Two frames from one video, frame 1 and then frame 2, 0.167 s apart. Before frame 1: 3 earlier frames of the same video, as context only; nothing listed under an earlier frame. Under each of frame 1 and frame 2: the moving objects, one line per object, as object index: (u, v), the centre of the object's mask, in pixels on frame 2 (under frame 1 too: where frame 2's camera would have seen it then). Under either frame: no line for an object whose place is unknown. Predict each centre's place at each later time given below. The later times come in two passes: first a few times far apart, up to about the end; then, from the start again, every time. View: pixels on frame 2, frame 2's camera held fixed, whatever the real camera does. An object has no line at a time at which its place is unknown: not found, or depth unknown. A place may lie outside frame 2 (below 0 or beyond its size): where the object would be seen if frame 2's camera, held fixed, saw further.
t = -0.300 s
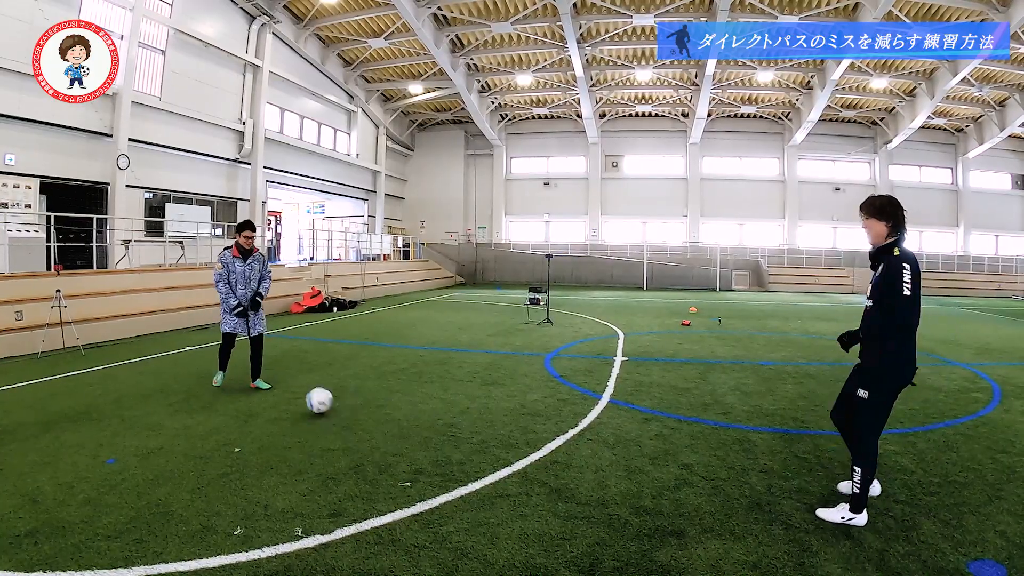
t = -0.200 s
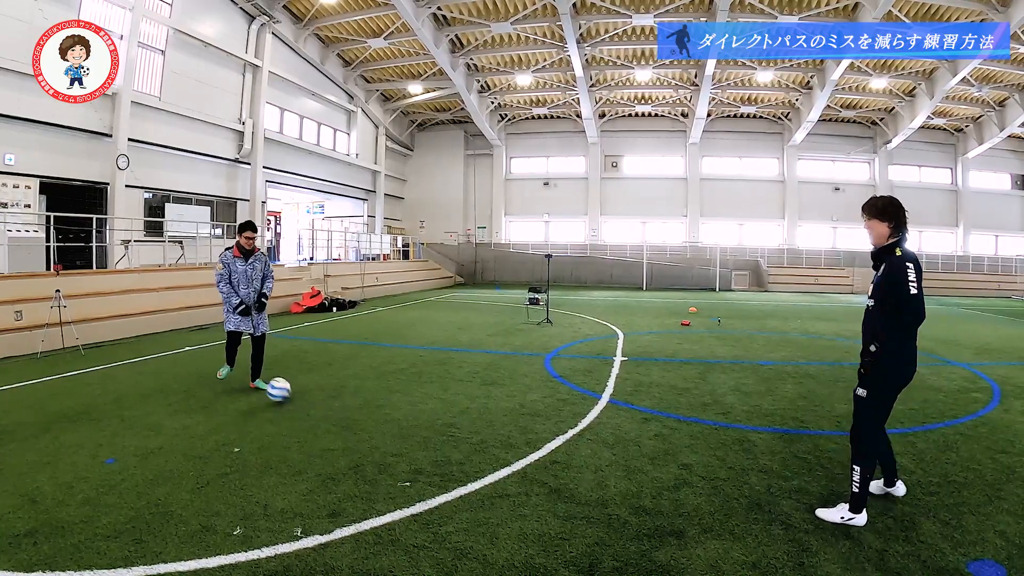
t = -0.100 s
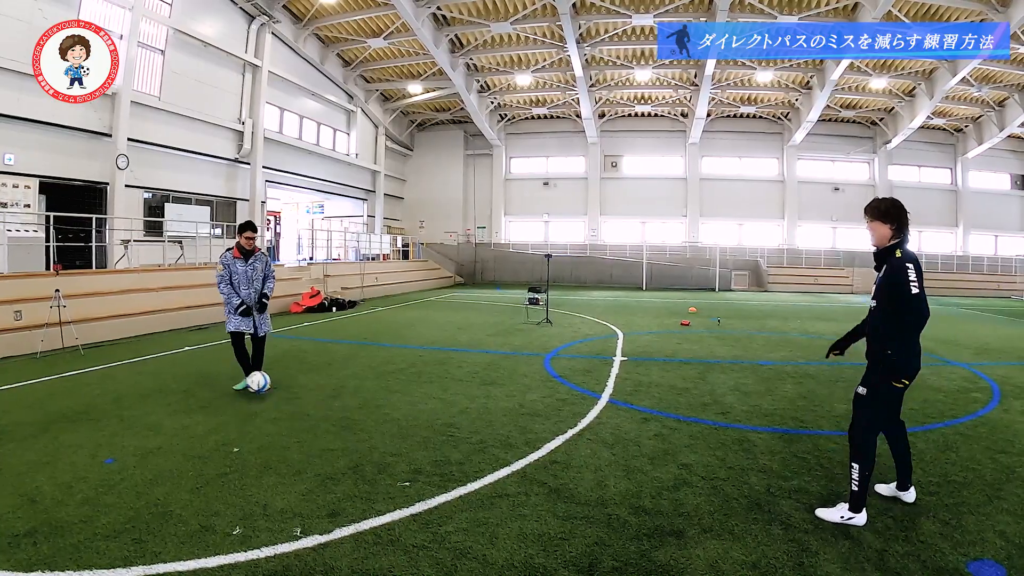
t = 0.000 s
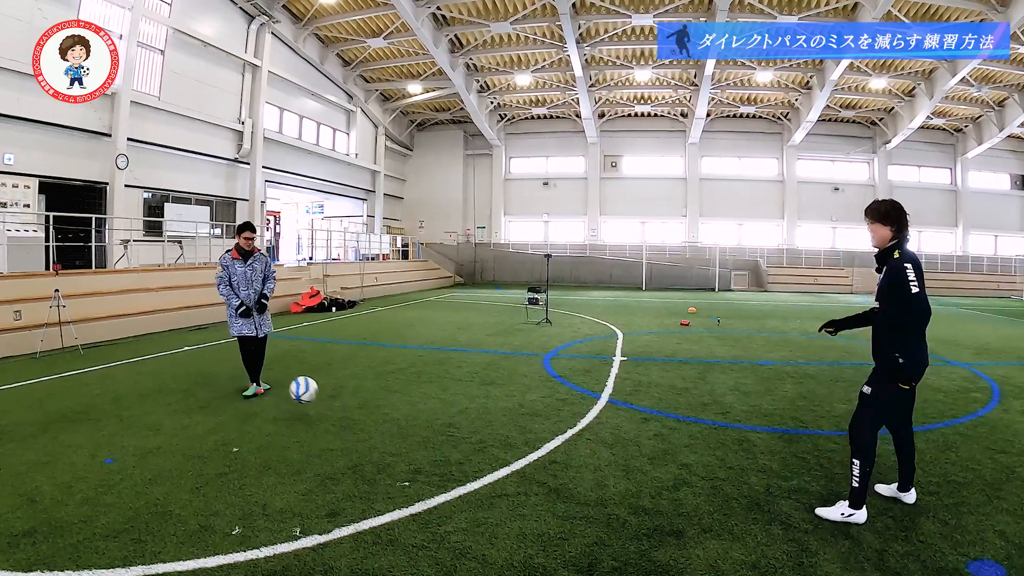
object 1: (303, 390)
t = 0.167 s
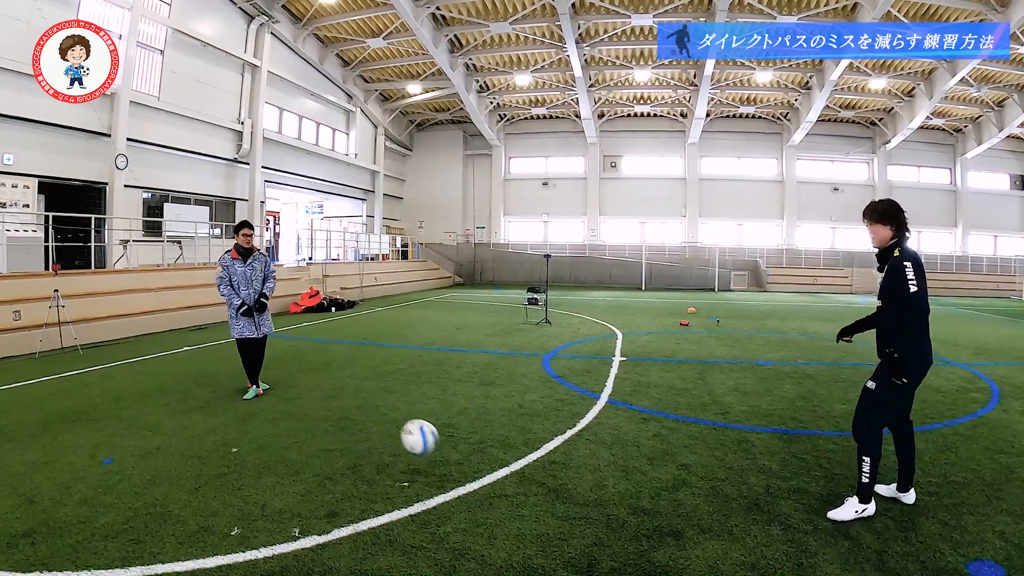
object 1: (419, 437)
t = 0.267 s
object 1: (523, 489)
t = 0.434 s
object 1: (712, 518)
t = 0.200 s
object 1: (452, 455)
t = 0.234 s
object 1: (488, 475)
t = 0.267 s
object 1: (523, 489)
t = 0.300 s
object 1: (556, 491)
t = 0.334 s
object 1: (591, 495)
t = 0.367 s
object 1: (629, 501)
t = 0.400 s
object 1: (669, 509)
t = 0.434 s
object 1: (712, 518)
